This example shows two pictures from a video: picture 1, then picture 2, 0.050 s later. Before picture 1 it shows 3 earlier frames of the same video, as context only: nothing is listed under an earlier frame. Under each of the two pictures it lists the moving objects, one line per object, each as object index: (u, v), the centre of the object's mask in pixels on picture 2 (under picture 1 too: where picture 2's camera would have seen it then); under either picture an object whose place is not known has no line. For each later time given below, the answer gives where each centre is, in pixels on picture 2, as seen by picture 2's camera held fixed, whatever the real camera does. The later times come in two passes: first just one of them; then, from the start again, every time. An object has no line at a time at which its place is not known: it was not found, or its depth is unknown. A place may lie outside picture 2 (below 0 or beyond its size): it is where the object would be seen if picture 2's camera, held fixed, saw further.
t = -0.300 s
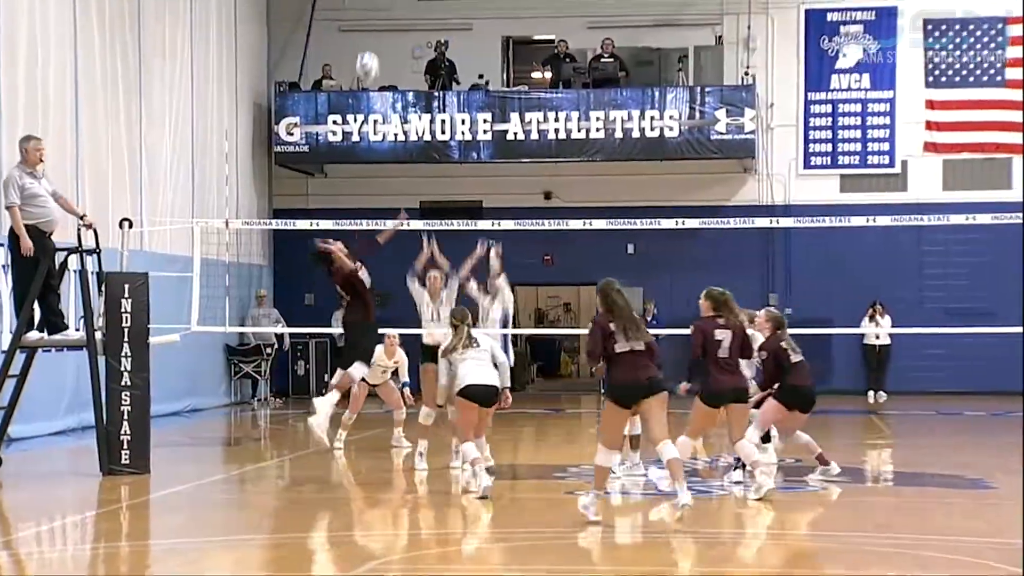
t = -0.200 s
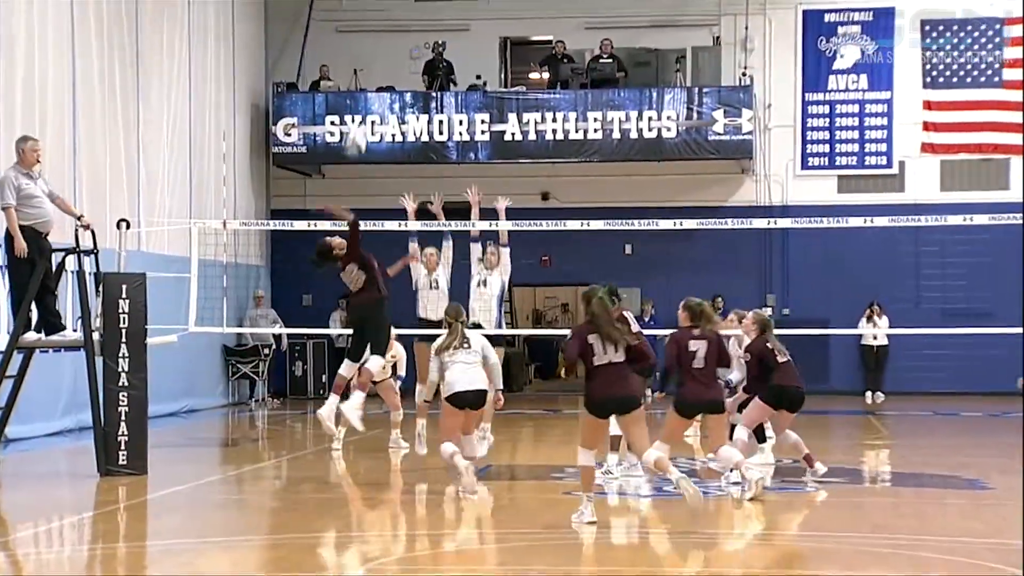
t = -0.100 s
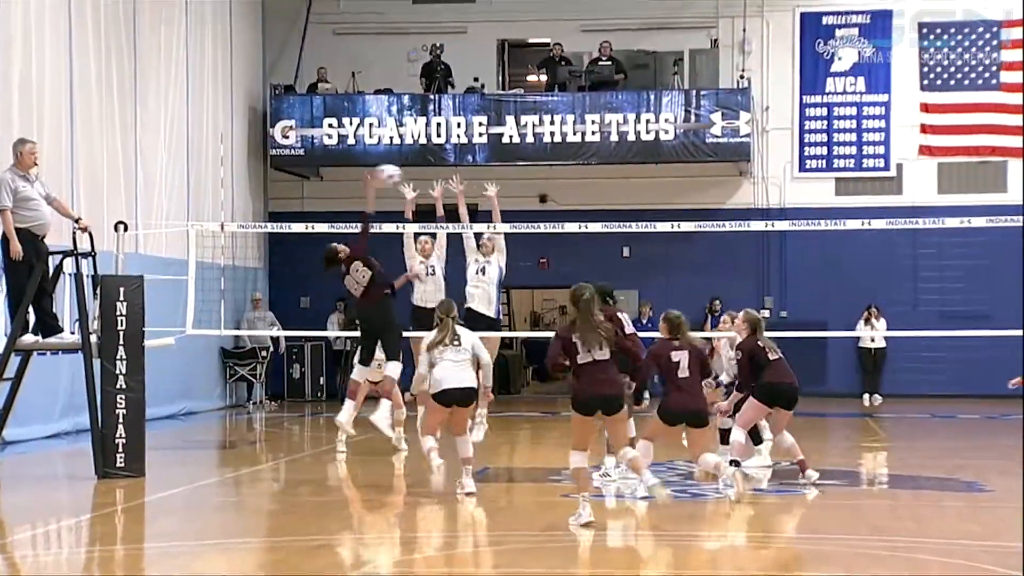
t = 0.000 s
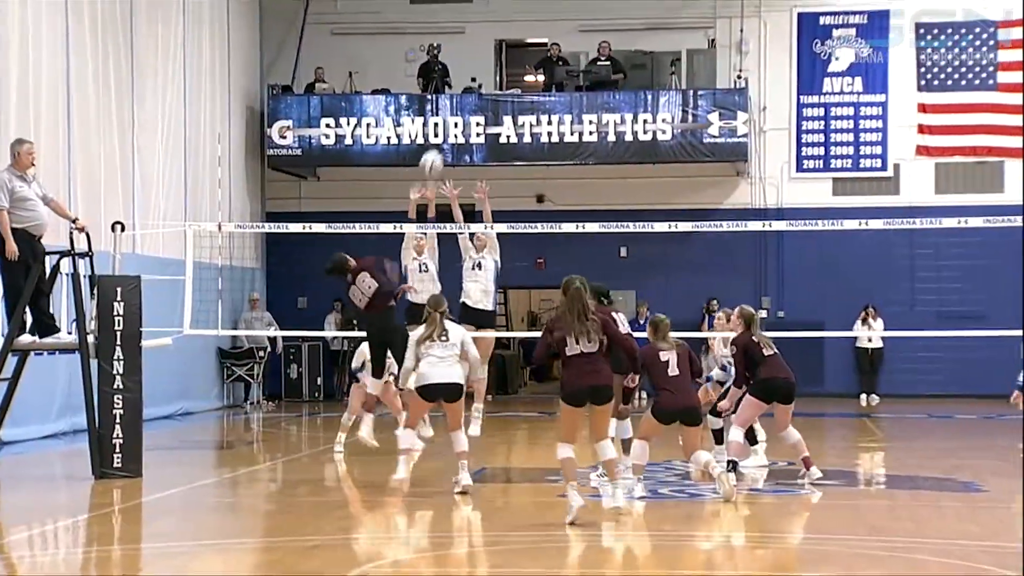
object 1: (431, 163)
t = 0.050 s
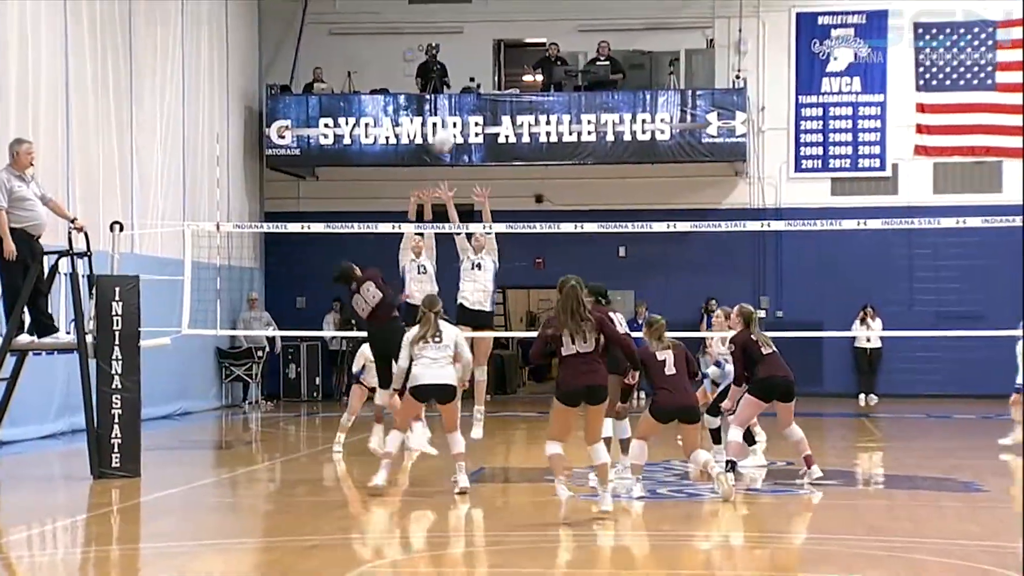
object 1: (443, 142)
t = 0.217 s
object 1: (484, 90)
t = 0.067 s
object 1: (446, 134)
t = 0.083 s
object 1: (452, 128)
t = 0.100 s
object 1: (456, 122)
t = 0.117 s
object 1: (459, 117)
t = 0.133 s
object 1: (464, 110)
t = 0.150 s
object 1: (468, 106)
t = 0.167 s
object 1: (472, 102)
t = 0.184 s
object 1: (477, 98)
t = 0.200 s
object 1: (481, 94)
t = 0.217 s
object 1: (484, 90)
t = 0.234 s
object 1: (488, 87)
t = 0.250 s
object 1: (492, 85)
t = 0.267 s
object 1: (497, 81)
